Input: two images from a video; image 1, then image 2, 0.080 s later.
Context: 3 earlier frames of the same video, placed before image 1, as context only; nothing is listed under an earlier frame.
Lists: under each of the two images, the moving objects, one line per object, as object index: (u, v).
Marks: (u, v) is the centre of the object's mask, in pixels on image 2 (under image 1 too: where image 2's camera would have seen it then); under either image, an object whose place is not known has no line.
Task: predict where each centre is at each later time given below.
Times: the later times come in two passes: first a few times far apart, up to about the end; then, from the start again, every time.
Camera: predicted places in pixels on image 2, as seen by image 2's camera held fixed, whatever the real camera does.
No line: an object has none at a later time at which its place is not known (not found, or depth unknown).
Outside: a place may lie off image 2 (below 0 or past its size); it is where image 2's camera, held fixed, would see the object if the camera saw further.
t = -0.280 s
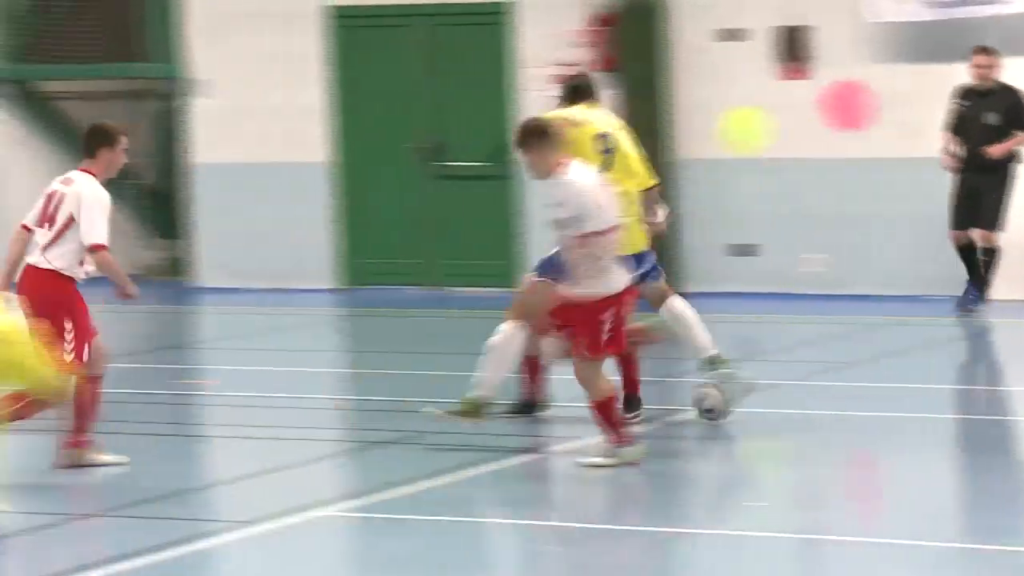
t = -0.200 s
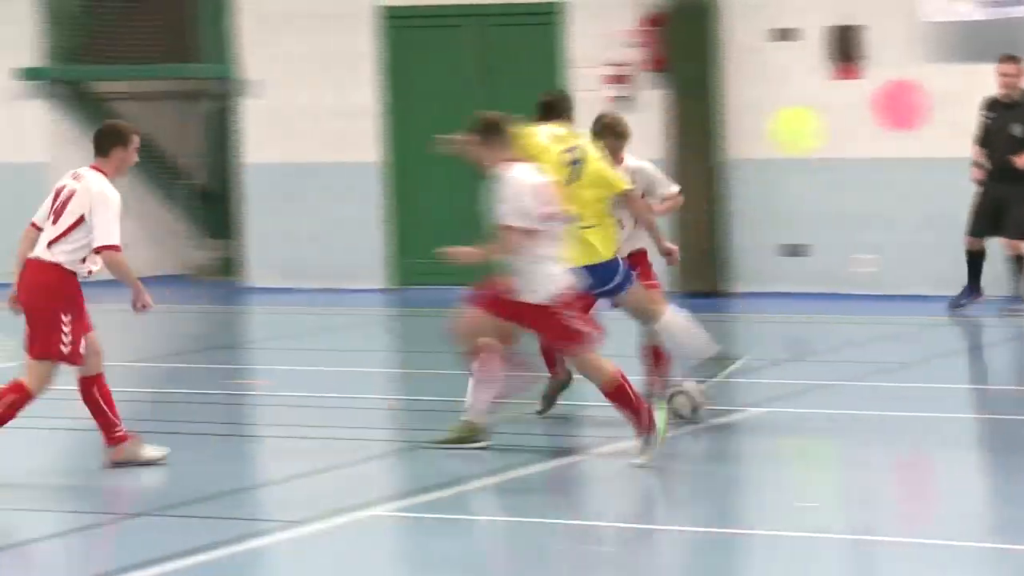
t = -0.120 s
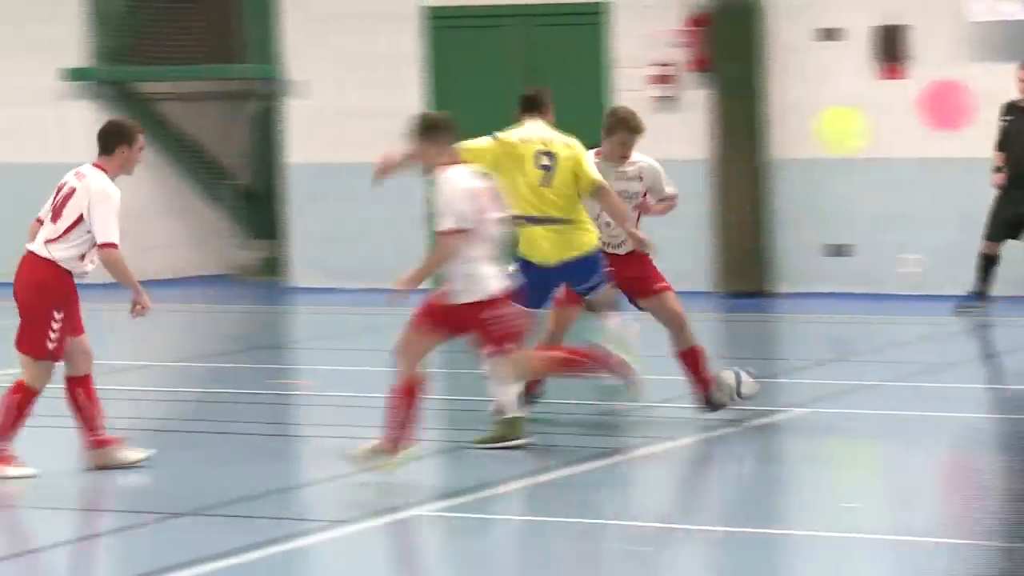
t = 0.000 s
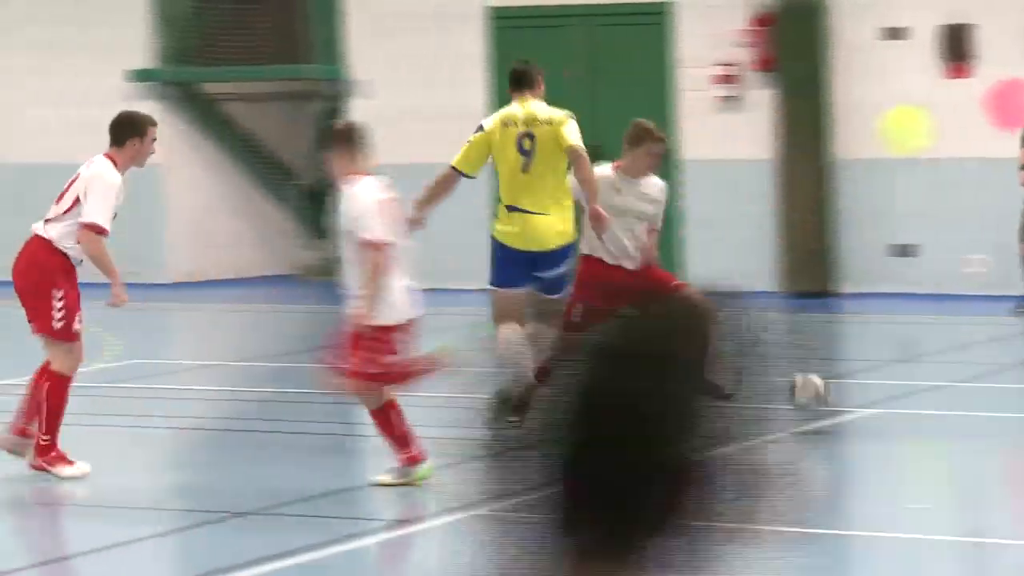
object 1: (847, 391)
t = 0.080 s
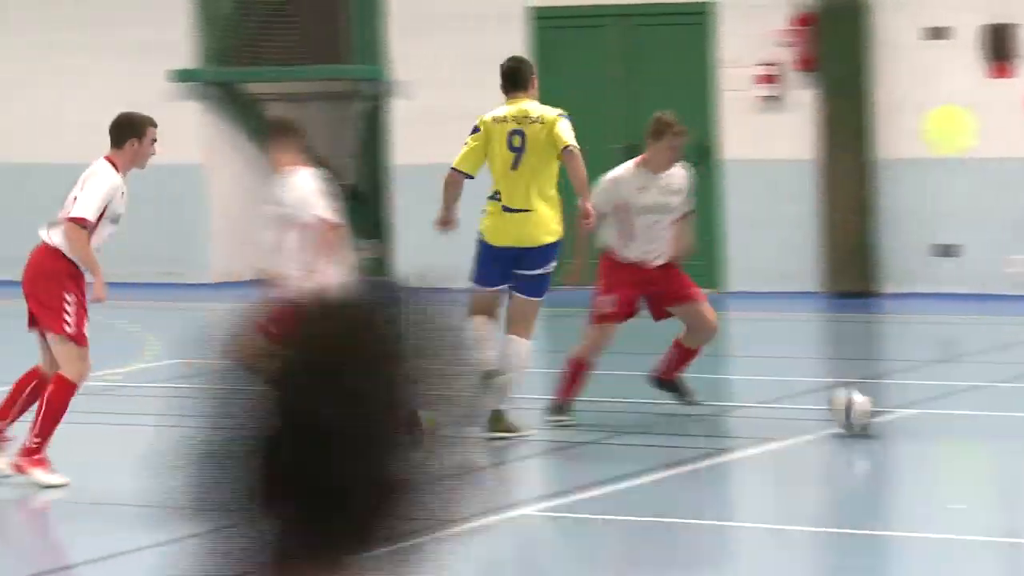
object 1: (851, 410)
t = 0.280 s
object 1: (848, 422)
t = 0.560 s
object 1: (832, 439)
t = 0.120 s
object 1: (853, 413)
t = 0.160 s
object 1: (852, 410)
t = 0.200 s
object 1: (852, 412)
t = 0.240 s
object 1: (848, 415)
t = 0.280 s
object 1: (848, 422)
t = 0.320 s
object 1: (845, 423)
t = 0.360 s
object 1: (844, 425)
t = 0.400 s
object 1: (842, 430)
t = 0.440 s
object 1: (839, 431)
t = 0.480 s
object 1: (837, 434)
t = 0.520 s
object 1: (835, 436)
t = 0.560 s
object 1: (832, 439)
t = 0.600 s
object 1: (829, 442)
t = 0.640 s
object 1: (827, 443)
